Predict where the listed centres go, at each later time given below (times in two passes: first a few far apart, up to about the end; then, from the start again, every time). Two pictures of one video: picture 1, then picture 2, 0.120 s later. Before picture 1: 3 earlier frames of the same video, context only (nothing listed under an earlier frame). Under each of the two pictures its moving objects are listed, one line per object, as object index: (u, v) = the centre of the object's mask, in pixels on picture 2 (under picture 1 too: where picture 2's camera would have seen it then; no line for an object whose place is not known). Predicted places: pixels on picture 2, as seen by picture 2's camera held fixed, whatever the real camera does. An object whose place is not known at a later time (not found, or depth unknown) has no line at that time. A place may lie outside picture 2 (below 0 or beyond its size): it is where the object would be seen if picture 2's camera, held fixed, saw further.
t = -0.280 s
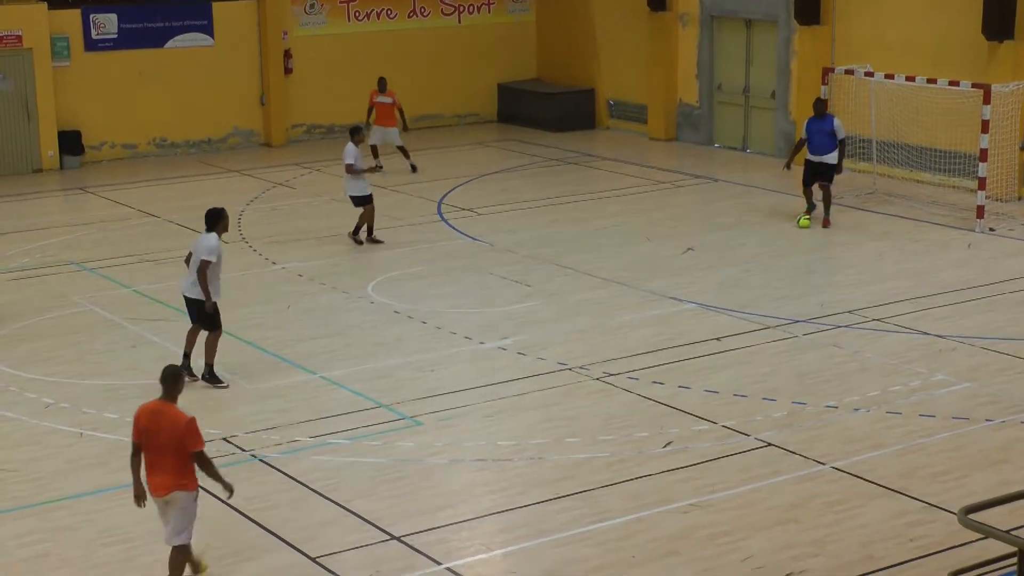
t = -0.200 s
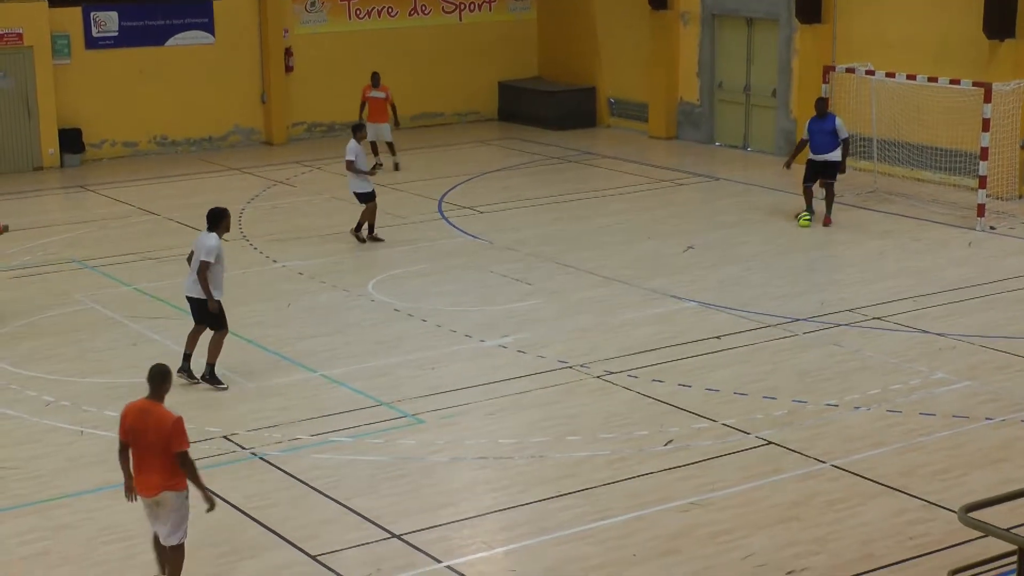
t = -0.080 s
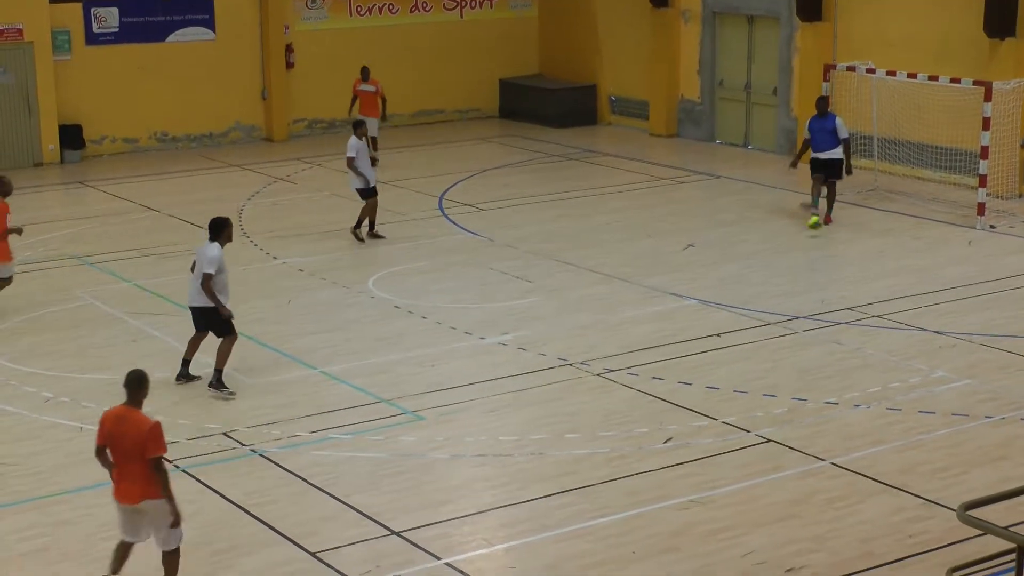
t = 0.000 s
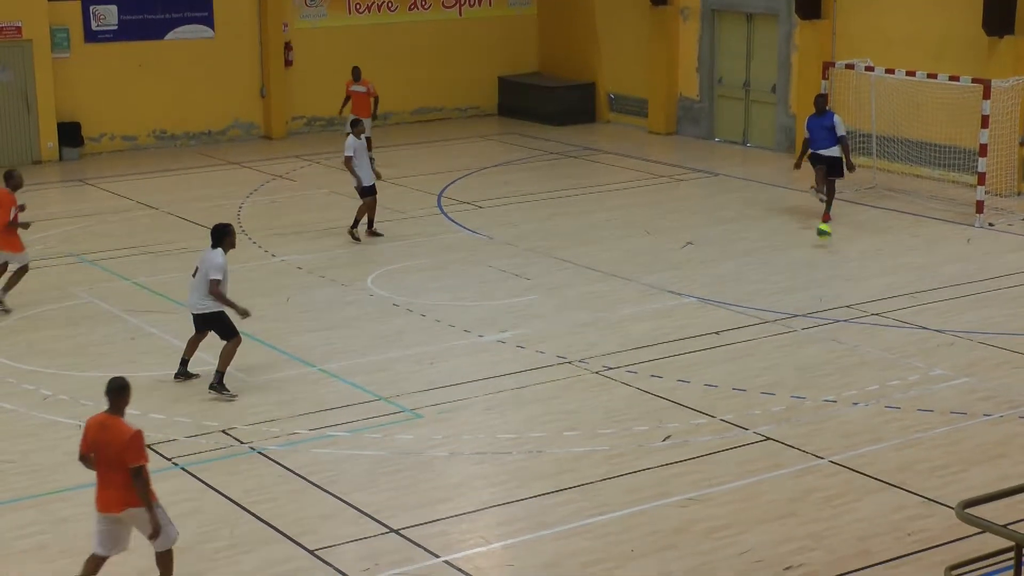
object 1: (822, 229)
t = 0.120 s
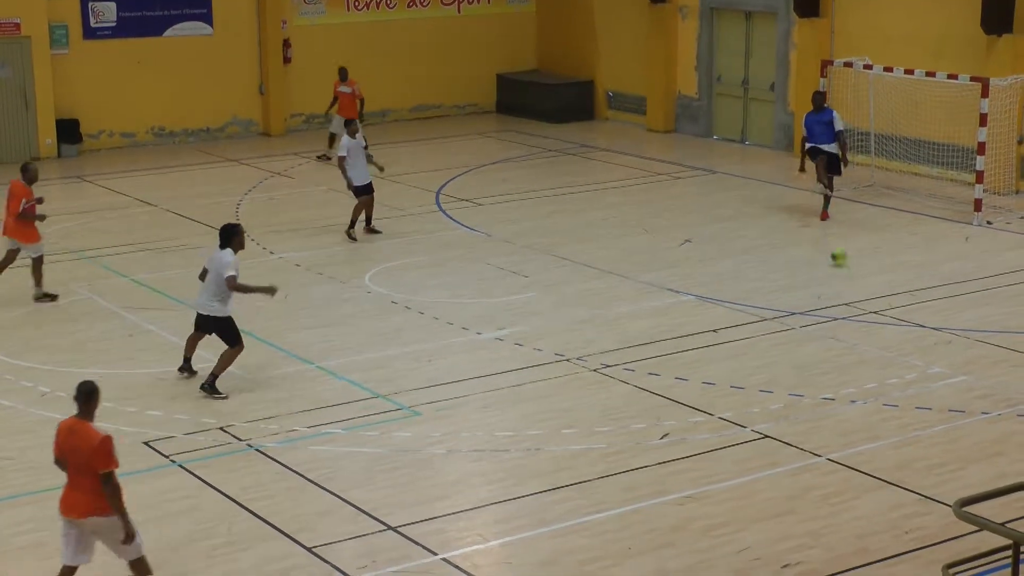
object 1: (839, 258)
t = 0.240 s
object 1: (855, 276)
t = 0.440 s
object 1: (884, 312)
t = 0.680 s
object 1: (923, 353)
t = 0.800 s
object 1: (940, 371)
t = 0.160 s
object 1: (844, 265)
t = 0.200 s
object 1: (849, 270)
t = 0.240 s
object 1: (855, 276)
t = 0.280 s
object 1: (860, 283)
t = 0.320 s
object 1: (866, 290)
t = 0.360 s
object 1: (872, 299)
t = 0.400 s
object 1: (878, 305)
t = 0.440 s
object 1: (884, 312)
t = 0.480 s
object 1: (891, 319)
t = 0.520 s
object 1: (897, 325)
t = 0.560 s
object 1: (904, 333)
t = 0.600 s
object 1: (910, 337)
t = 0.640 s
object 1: (916, 343)
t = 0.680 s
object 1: (923, 353)
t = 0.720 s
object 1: (928, 358)
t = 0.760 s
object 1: (935, 364)
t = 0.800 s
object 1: (940, 371)
